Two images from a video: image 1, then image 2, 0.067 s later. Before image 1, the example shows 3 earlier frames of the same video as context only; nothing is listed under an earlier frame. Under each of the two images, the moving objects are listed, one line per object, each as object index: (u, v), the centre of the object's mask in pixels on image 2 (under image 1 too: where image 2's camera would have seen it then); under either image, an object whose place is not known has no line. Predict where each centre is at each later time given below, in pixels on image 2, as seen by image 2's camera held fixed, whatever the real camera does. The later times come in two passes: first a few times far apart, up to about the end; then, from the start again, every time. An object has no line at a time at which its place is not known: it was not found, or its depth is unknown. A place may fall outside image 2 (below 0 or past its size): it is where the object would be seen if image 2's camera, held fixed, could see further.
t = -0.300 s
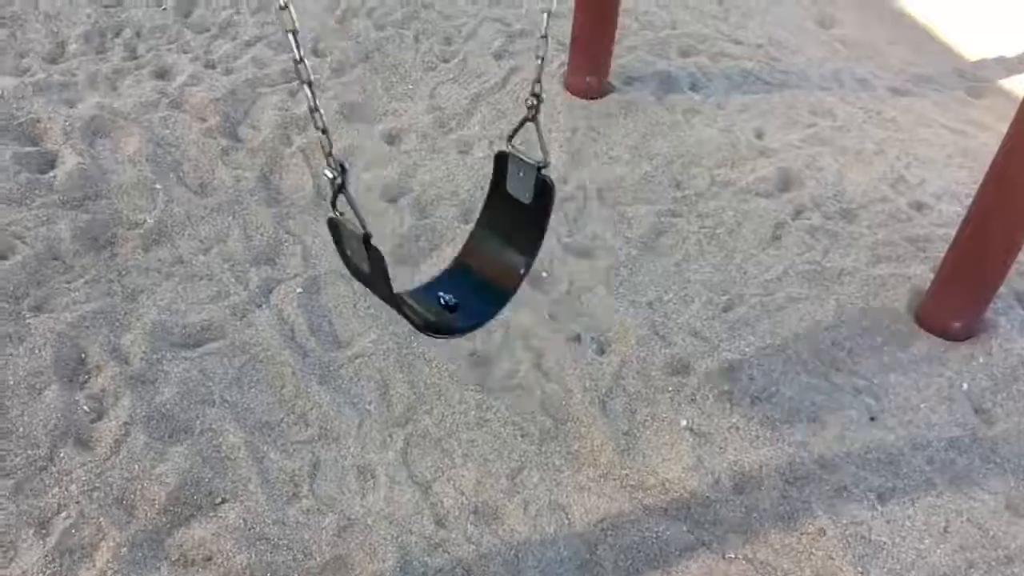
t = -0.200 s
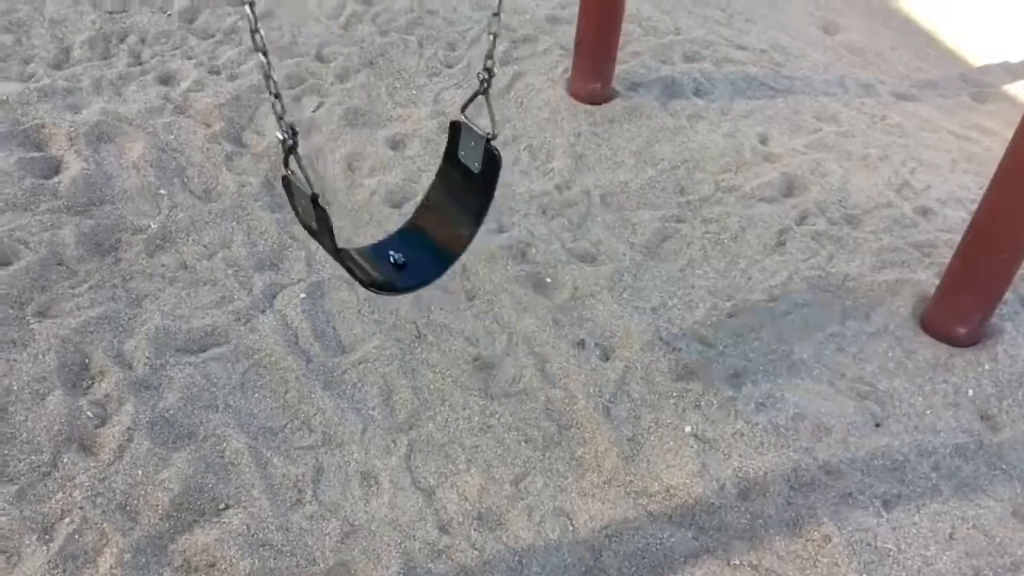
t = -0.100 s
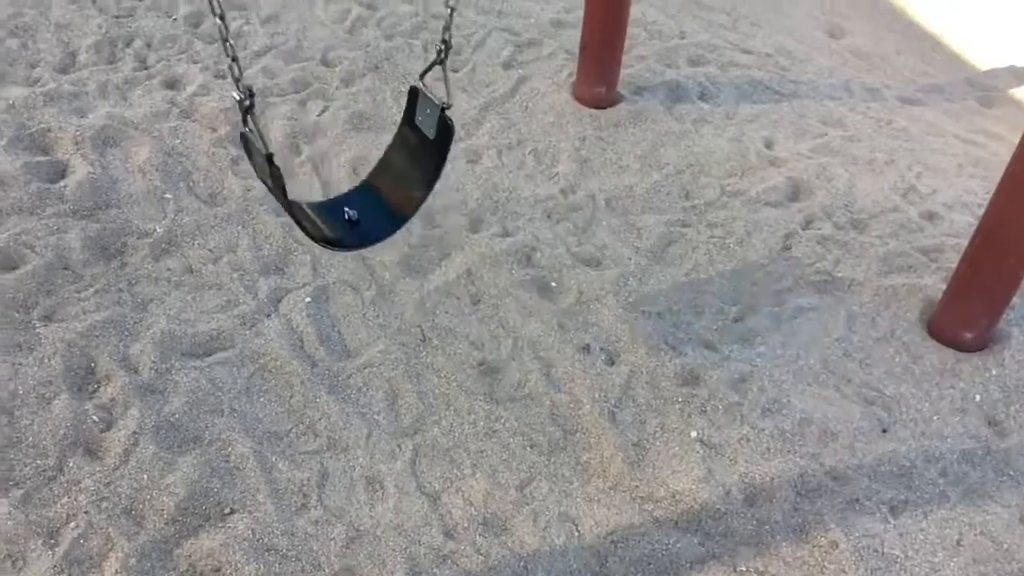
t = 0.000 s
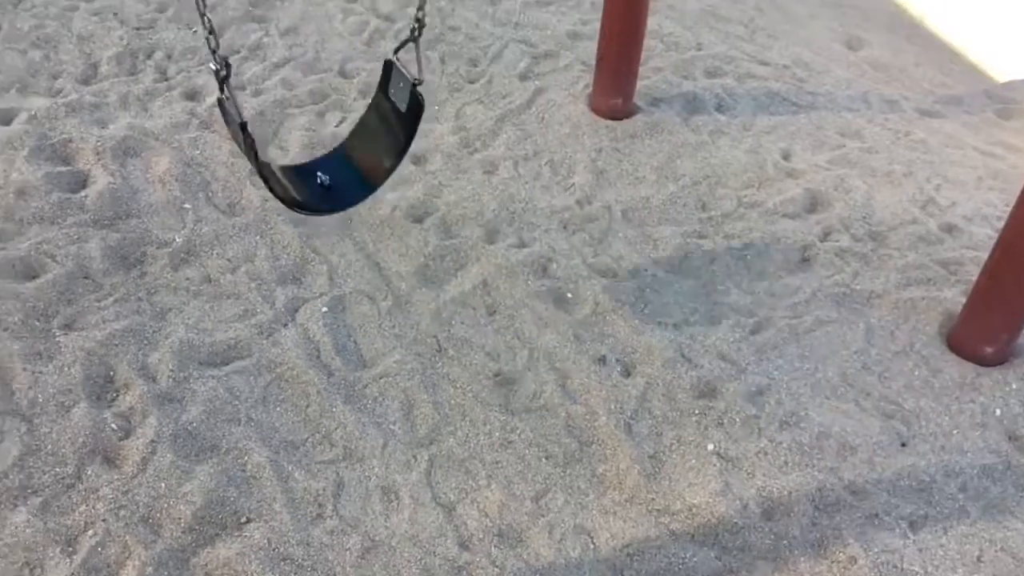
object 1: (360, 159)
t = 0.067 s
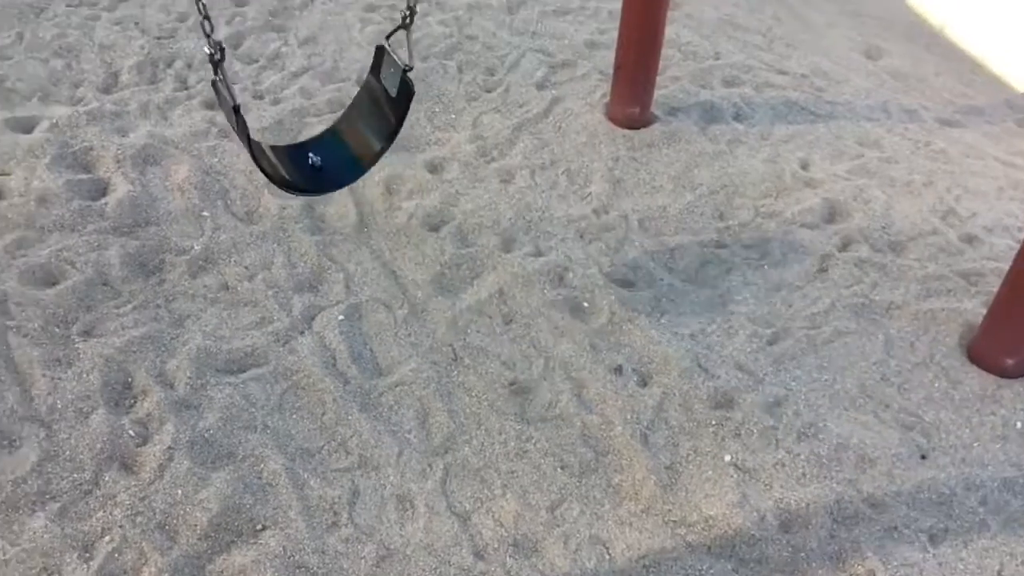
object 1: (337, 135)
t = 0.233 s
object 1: (285, 80)
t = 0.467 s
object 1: (242, 42)
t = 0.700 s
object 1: (255, 67)
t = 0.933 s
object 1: (318, 147)
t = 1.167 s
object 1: (424, 248)
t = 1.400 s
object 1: (559, 342)
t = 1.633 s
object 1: (687, 406)
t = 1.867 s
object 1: (737, 421)
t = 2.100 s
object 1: (668, 386)
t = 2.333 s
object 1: (535, 311)
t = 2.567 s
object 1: (409, 220)
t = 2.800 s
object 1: (307, 130)
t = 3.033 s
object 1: (240, 76)
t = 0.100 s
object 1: (324, 122)
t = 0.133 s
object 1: (309, 110)
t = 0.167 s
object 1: (304, 100)
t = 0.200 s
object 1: (293, 90)
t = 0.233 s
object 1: (285, 80)
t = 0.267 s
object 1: (272, 70)
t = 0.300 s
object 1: (265, 62)
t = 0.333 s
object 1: (269, 59)
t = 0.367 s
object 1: (253, 52)
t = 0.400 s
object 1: (249, 48)
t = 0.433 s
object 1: (245, 45)
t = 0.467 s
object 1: (242, 42)
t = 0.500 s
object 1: (241, 42)
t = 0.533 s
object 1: (241, 43)
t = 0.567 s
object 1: (243, 46)
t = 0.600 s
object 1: (243, 49)
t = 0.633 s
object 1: (246, 54)
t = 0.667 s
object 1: (250, 60)
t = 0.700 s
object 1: (255, 67)
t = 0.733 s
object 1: (263, 77)
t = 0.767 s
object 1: (268, 86)
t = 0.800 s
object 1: (276, 97)
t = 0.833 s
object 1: (285, 108)
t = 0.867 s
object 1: (295, 120)
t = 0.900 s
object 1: (306, 133)
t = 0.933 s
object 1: (318, 147)
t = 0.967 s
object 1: (330, 161)
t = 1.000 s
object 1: (344, 175)
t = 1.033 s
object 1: (359, 190)
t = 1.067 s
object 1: (372, 203)
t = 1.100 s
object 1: (387, 218)
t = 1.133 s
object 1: (404, 233)
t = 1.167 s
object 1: (424, 248)
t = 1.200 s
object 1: (442, 263)
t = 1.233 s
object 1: (461, 277)
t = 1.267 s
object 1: (480, 291)
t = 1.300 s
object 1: (500, 304)
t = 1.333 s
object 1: (520, 318)
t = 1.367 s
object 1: (539, 330)
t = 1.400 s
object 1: (559, 342)
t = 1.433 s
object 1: (579, 353)
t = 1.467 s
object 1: (598, 364)
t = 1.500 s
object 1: (617, 374)
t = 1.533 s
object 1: (636, 383)
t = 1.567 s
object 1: (655, 392)
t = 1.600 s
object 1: (671, 399)
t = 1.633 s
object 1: (687, 406)
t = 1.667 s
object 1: (701, 411)
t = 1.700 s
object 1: (713, 416)
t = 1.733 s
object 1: (722, 419)
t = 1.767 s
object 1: (731, 421)
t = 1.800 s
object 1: (735, 422)
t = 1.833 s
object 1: (737, 422)
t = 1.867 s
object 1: (737, 421)
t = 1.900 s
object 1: (734, 419)
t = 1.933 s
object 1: (728, 416)
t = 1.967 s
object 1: (721, 411)
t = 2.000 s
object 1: (710, 406)
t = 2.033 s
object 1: (698, 400)
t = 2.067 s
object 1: (683, 393)
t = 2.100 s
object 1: (668, 386)
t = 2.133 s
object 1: (650, 377)
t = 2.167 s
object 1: (632, 367)
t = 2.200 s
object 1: (613, 357)
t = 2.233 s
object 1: (594, 346)
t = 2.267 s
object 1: (575, 335)
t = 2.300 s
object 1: (555, 324)
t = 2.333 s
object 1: (535, 311)
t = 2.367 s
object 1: (516, 299)
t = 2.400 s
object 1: (497, 285)
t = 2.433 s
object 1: (478, 272)
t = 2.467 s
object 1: (460, 259)
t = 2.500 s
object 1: (442, 246)
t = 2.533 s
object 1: (425, 233)
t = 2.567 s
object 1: (409, 220)
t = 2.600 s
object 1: (392, 207)
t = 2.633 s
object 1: (377, 194)
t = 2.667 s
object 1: (363, 181)
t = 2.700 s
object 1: (348, 168)
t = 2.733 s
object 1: (332, 154)
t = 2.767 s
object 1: (321, 143)
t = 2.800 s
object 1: (307, 130)
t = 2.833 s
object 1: (295, 119)
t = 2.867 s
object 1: (284, 109)
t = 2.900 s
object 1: (274, 101)
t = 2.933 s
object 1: (263, 93)
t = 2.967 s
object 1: (259, 89)
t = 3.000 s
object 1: (247, 81)
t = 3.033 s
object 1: (240, 76)
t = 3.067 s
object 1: (235, 72)
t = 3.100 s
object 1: (231, 69)
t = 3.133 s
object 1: (228, 66)
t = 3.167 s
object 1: (228, 65)
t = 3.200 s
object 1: (229, 64)
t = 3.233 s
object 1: (231, 64)
